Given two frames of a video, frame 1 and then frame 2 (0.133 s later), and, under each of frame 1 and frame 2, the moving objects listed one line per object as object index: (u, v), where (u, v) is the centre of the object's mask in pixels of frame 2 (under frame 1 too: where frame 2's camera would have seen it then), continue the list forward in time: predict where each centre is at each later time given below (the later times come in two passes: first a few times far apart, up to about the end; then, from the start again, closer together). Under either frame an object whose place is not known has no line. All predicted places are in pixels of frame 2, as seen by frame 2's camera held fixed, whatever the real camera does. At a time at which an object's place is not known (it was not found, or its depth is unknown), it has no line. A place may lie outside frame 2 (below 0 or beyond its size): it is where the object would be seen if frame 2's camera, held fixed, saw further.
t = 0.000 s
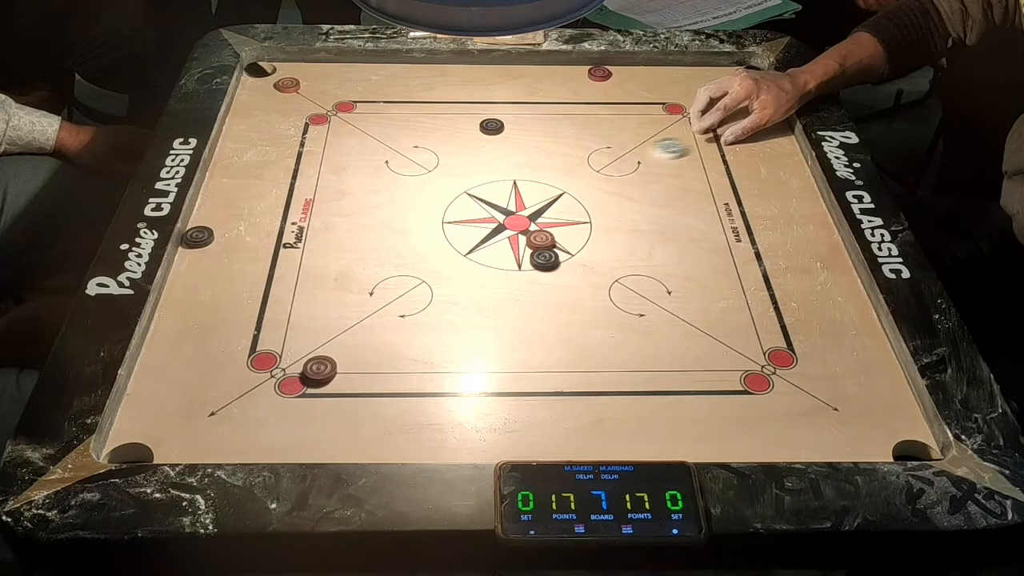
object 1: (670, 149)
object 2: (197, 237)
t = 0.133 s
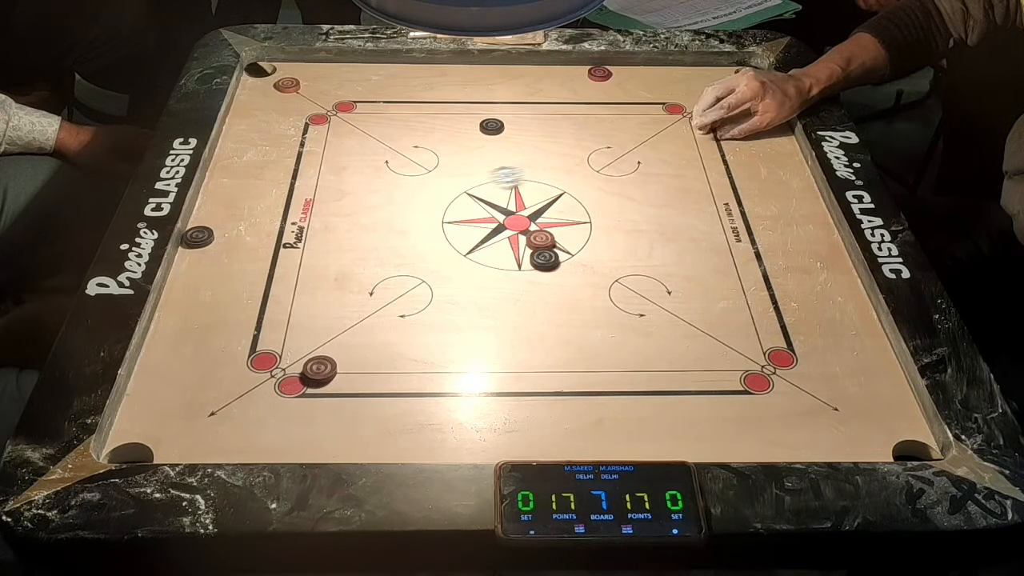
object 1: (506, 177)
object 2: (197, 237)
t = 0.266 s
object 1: (347, 206)
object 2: (197, 237)
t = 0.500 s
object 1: (230, 223)
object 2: (213, 301)
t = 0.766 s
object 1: (232, 221)
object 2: (244, 386)
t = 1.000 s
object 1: (232, 221)
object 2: (251, 393)
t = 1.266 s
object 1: (232, 221)
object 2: (251, 393)
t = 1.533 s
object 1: (232, 221)
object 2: (251, 393)
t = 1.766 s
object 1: (232, 221)
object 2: (251, 393)
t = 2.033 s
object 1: (232, 221)
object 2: (251, 393)
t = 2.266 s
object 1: (232, 221)
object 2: (251, 393)
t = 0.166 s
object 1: (464, 185)
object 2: (197, 237)
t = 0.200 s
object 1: (425, 192)
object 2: (197, 237)
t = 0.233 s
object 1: (385, 199)
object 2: (197, 237)
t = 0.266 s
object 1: (347, 206)
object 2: (197, 237)
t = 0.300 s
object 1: (310, 214)
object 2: (197, 237)
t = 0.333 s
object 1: (269, 220)
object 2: (197, 237)
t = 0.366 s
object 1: (234, 227)
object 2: (197, 237)
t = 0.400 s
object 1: (229, 226)
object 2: (198, 253)
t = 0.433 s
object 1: (229, 224)
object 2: (203, 270)
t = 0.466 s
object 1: (230, 223)
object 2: (208, 286)
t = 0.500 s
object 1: (230, 223)
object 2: (213, 301)
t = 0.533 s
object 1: (231, 222)
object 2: (217, 316)
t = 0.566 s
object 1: (231, 221)
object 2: (222, 330)
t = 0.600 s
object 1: (231, 221)
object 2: (227, 342)
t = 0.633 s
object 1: (232, 221)
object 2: (231, 354)
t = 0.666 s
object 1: (231, 221)
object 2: (235, 364)
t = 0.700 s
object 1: (232, 221)
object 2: (238, 373)
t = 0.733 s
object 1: (232, 221)
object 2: (241, 380)
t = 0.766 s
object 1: (232, 221)
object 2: (244, 386)
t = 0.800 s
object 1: (232, 221)
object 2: (246, 391)
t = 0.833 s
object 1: (232, 221)
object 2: (248, 394)
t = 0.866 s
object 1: (232, 221)
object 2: (249, 395)
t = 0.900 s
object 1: (232, 221)
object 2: (252, 393)
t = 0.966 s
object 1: (232, 221)
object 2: (251, 393)
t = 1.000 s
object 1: (232, 221)
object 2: (251, 393)
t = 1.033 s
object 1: (232, 221)
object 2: (251, 393)
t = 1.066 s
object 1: (232, 221)
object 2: (251, 393)
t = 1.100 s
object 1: (232, 221)
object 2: (251, 393)
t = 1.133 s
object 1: (232, 221)
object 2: (251, 393)
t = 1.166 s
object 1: (232, 221)
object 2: (251, 393)
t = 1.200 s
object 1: (232, 221)
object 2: (251, 393)
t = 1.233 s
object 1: (232, 221)
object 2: (251, 393)
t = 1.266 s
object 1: (232, 221)
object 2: (251, 393)
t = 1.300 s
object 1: (232, 221)
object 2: (251, 393)
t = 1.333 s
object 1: (232, 221)
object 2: (251, 393)
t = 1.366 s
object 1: (232, 221)
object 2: (251, 393)
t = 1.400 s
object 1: (232, 221)
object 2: (251, 393)
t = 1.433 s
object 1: (232, 221)
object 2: (251, 393)
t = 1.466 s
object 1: (232, 221)
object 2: (251, 393)
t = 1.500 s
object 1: (232, 221)
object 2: (251, 393)
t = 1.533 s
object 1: (232, 221)
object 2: (251, 393)
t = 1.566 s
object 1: (232, 221)
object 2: (251, 393)
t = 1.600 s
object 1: (232, 221)
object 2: (251, 393)
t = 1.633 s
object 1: (232, 221)
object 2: (251, 393)
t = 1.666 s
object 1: (232, 221)
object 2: (252, 393)
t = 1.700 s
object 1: (232, 221)
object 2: (251, 393)
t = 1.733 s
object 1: (232, 221)
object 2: (251, 393)
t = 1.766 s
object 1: (232, 221)
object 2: (251, 393)
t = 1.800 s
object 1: (232, 221)
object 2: (251, 393)
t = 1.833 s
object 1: (232, 221)
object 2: (251, 393)
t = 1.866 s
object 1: (232, 221)
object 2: (251, 393)
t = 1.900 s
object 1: (232, 221)
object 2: (251, 393)
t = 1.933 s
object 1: (232, 221)
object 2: (251, 393)
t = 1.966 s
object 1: (232, 221)
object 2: (251, 393)
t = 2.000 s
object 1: (232, 221)
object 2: (251, 393)
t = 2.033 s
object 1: (232, 221)
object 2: (251, 393)
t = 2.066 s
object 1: (232, 221)
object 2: (251, 393)
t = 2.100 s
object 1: (232, 221)
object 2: (251, 393)
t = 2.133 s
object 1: (232, 221)
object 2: (251, 393)
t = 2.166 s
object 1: (232, 221)
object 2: (251, 393)
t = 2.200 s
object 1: (232, 221)
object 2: (251, 393)
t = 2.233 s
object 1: (232, 221)
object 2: (251, 393)
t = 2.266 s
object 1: (232, 221)
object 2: (251, 393)
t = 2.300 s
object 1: (232, 221)
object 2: (251, 393)
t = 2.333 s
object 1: (232, 221)
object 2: (251, 393)
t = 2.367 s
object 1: (232, 221)
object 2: (251, 393)
